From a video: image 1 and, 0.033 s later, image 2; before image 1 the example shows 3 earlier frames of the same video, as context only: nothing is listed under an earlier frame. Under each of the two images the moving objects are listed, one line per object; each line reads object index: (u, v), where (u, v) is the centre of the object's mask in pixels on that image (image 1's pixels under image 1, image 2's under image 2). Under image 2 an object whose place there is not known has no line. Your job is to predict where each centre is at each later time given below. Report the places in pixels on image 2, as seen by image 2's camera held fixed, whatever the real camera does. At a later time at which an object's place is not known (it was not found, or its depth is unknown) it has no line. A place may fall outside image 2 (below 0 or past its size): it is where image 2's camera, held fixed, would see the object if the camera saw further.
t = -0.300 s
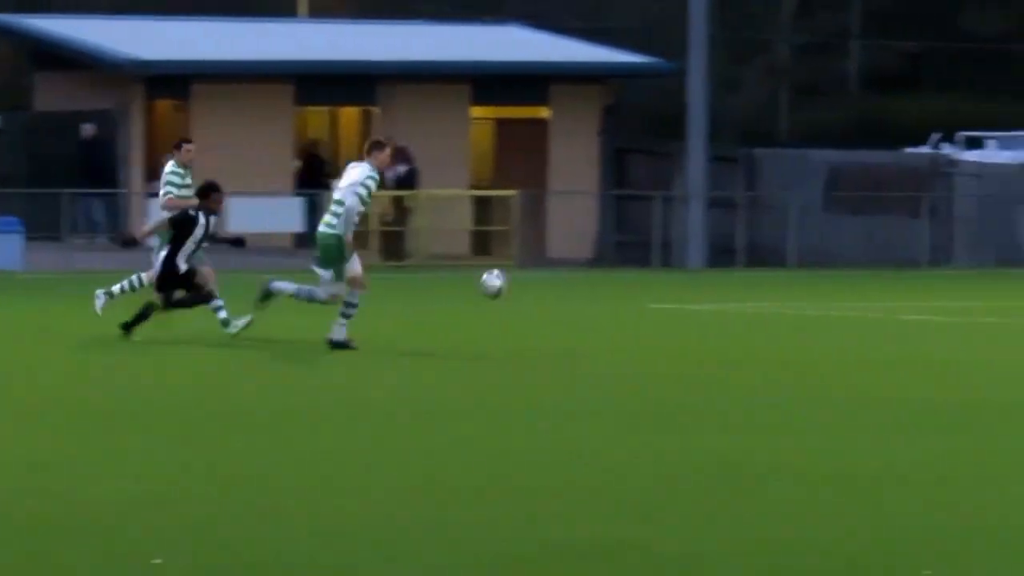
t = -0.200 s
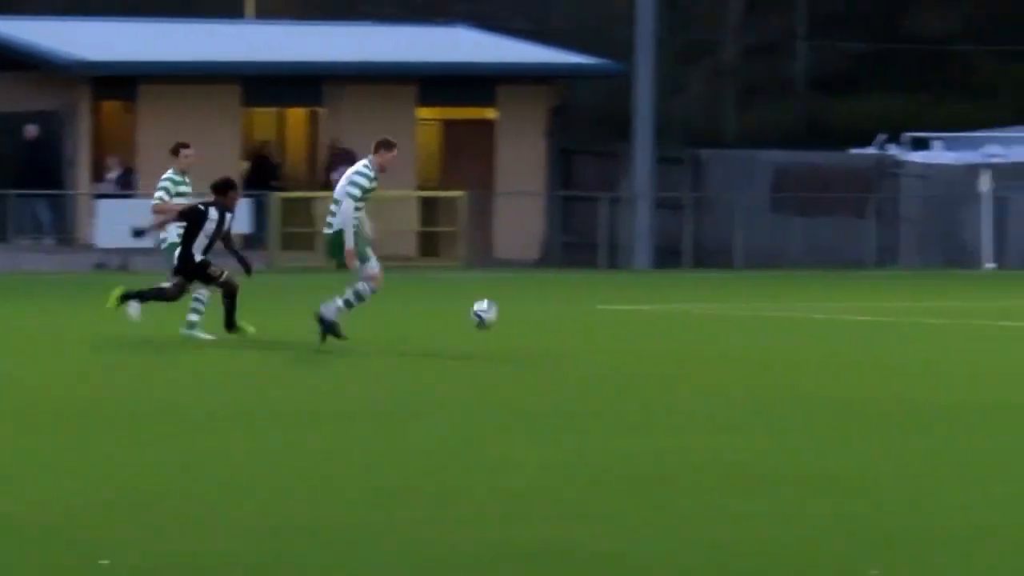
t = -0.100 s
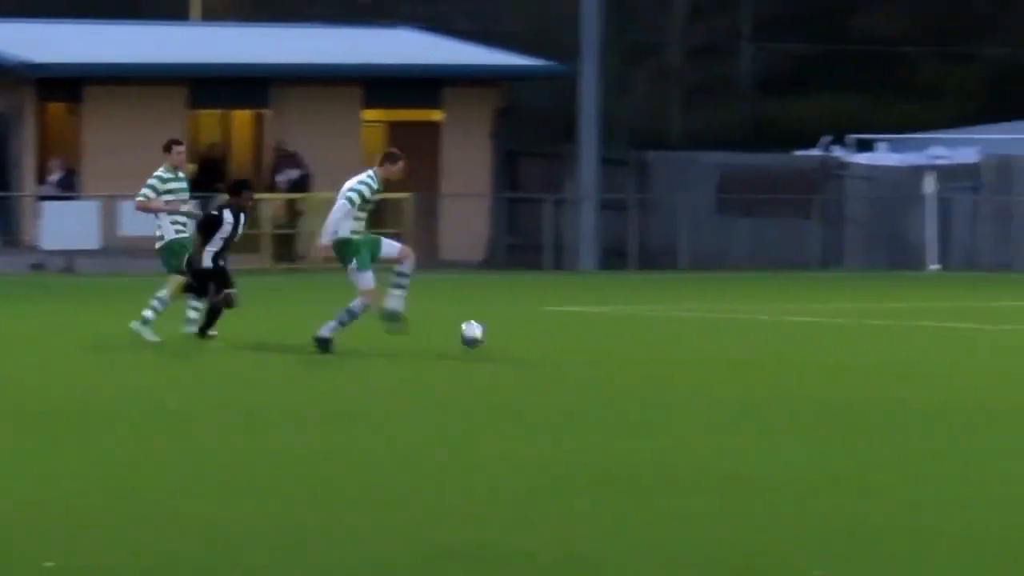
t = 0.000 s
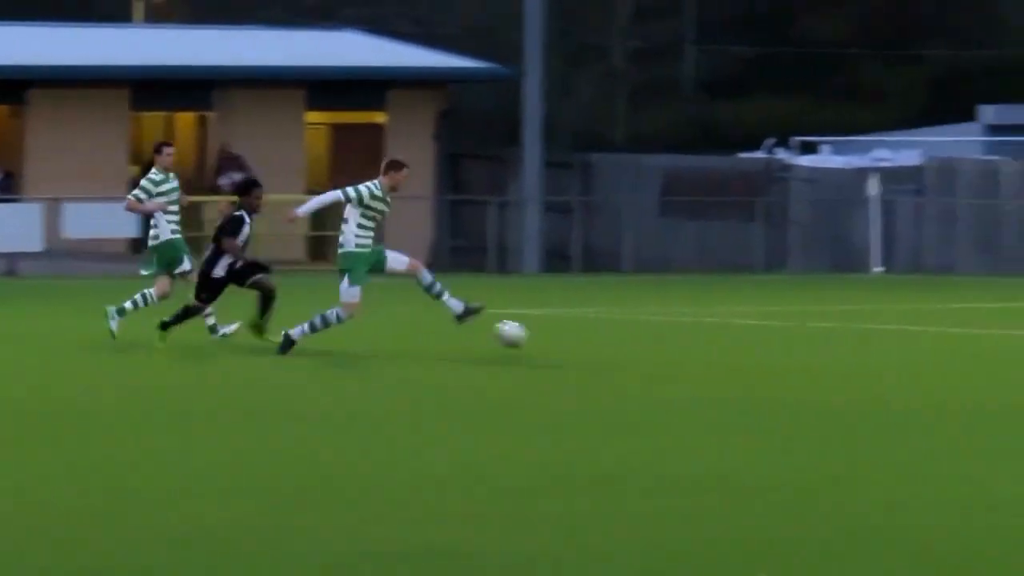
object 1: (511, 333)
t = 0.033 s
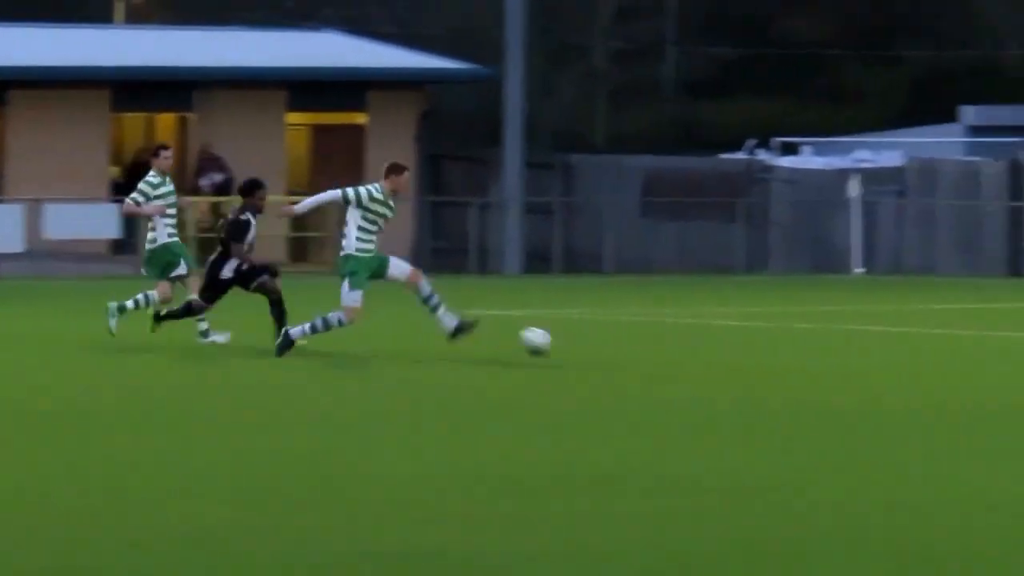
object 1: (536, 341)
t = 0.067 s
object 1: (572, 341)
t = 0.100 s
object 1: (603, 337)
